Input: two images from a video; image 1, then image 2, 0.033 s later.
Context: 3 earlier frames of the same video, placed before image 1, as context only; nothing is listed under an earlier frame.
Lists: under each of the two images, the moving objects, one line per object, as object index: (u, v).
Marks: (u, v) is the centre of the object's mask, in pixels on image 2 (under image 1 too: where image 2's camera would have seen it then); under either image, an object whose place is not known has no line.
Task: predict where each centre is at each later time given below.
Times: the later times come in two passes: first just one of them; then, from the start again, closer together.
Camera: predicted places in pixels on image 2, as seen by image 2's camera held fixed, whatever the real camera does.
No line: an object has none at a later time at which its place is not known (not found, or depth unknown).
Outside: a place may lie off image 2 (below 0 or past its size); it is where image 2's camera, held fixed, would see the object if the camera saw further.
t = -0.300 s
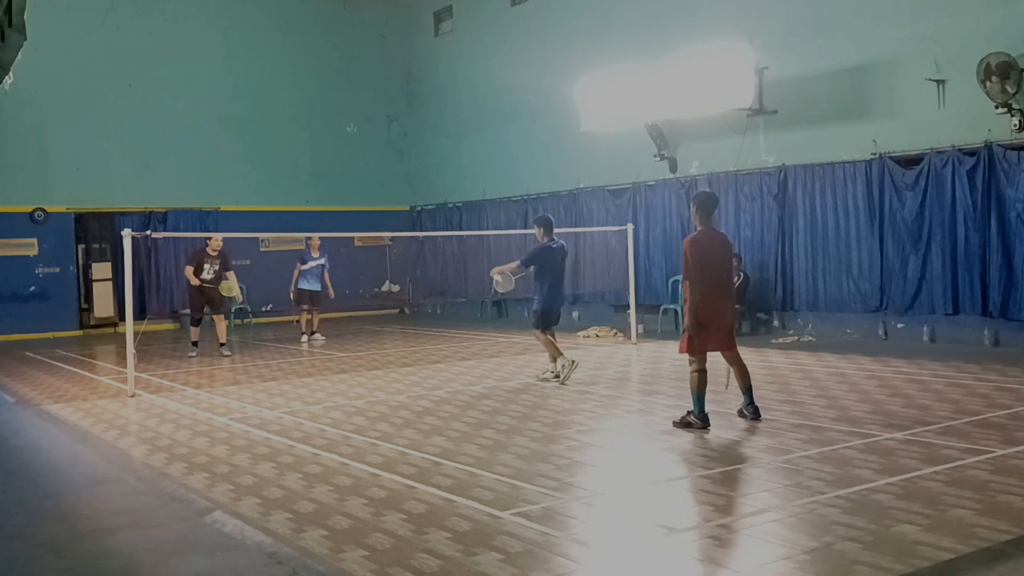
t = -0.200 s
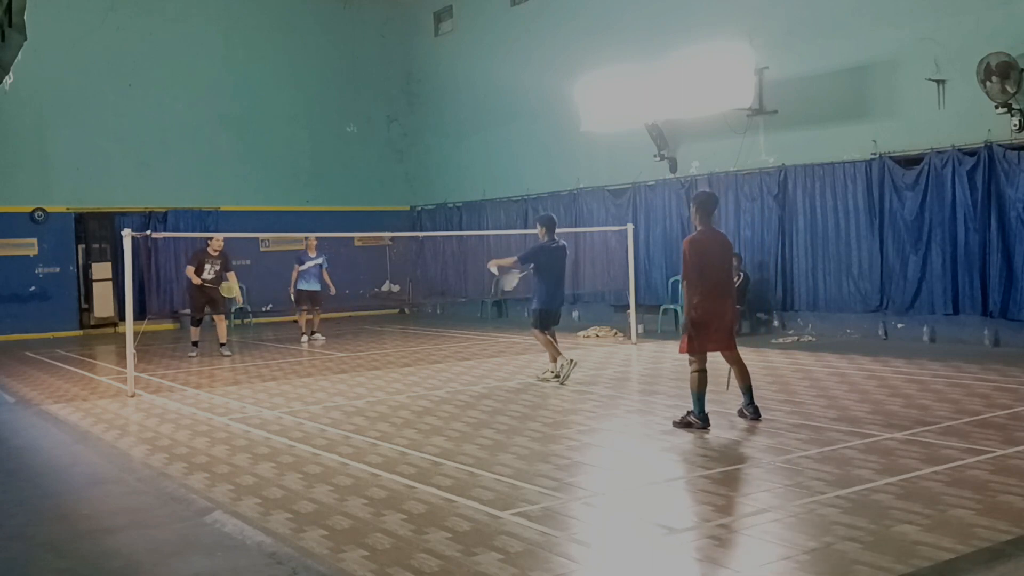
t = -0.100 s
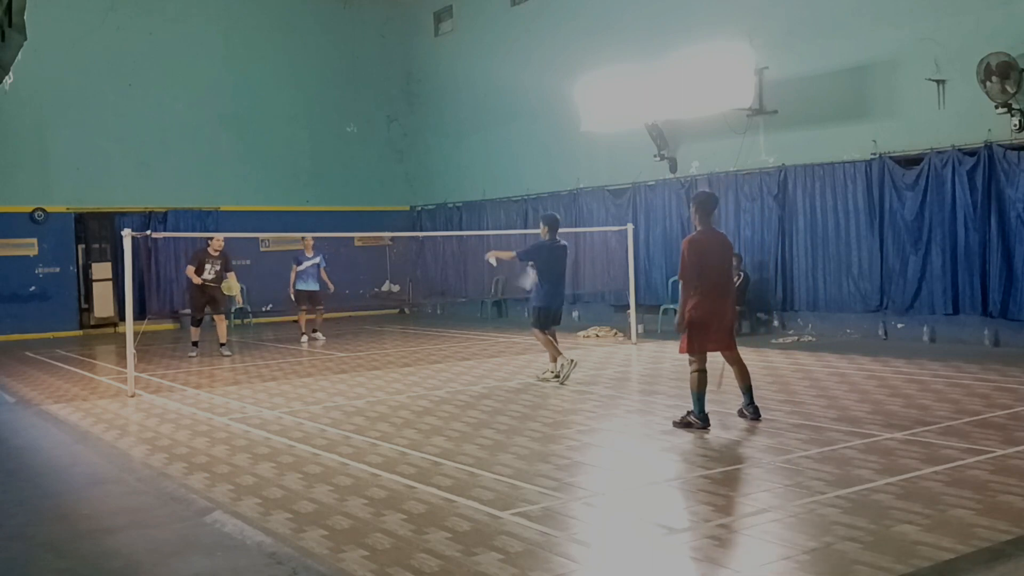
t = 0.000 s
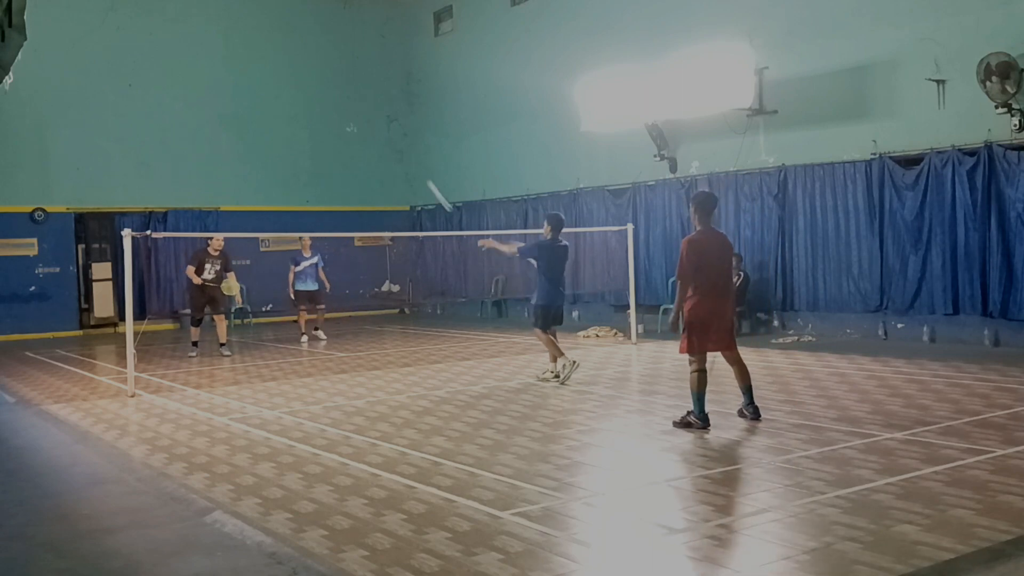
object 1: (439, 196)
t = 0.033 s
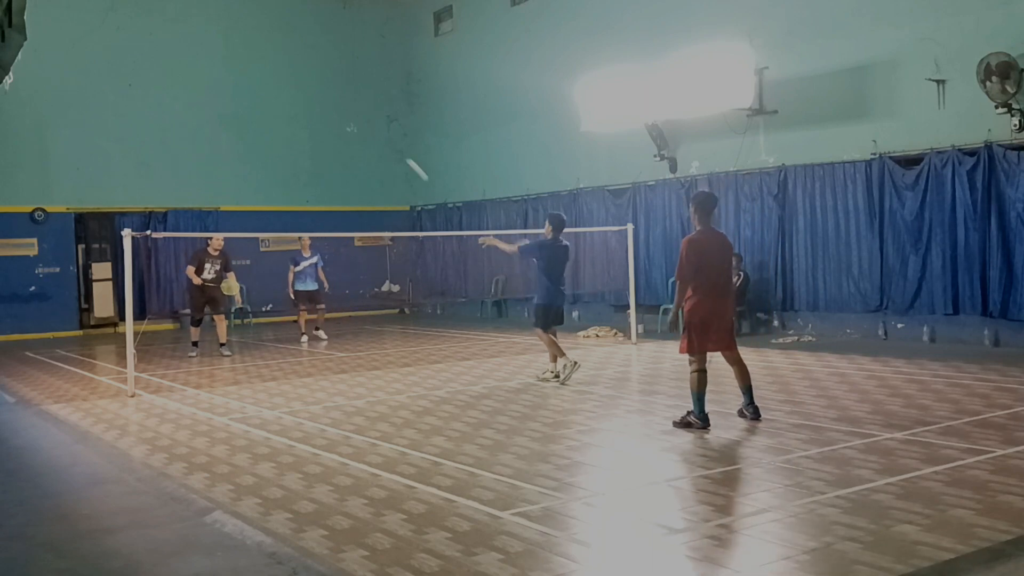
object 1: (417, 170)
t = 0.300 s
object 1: (317, 84)
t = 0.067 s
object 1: (398, 152)
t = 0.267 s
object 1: (325, 89)
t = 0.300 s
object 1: (317, 84)
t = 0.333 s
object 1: (309, 81)
